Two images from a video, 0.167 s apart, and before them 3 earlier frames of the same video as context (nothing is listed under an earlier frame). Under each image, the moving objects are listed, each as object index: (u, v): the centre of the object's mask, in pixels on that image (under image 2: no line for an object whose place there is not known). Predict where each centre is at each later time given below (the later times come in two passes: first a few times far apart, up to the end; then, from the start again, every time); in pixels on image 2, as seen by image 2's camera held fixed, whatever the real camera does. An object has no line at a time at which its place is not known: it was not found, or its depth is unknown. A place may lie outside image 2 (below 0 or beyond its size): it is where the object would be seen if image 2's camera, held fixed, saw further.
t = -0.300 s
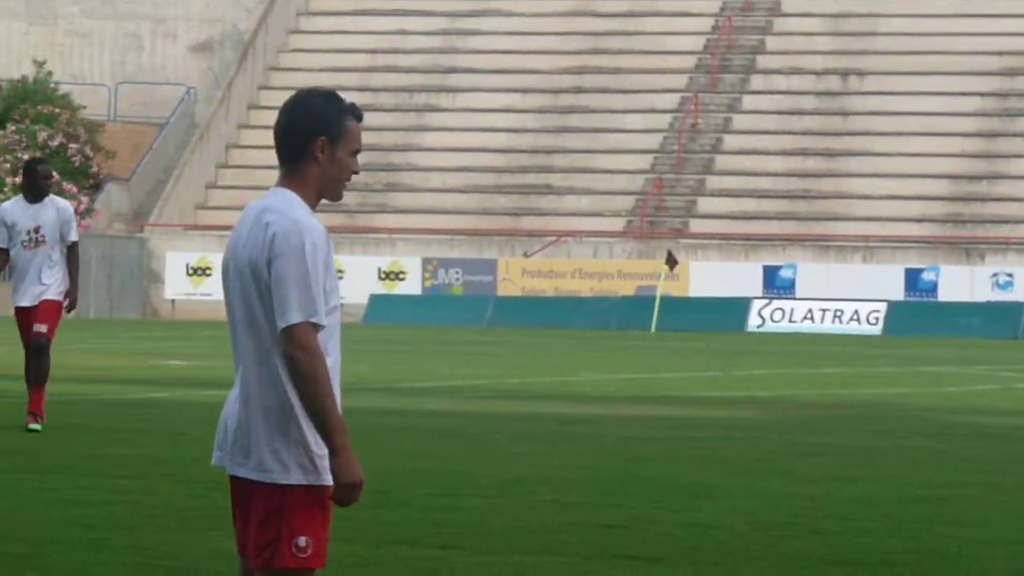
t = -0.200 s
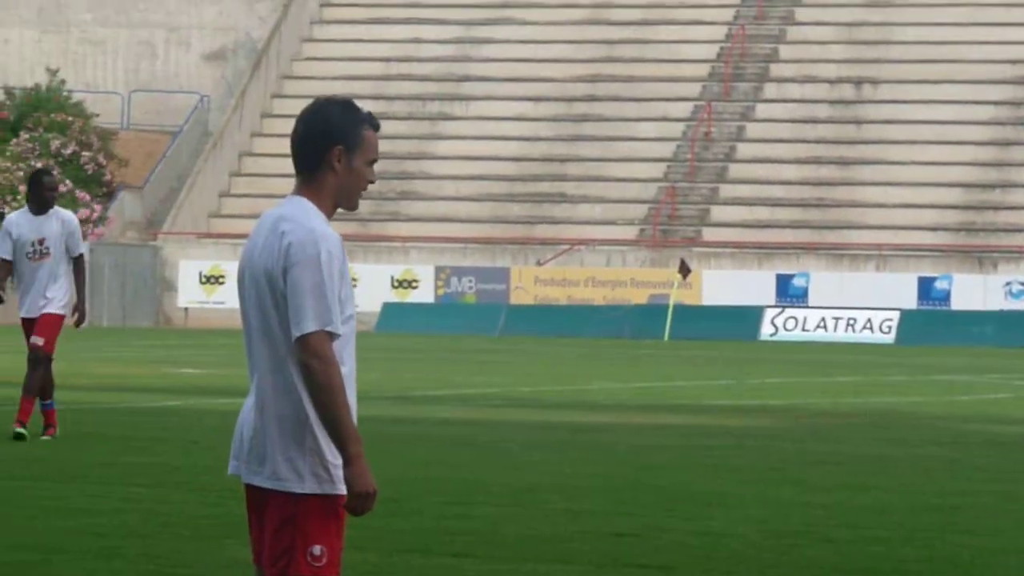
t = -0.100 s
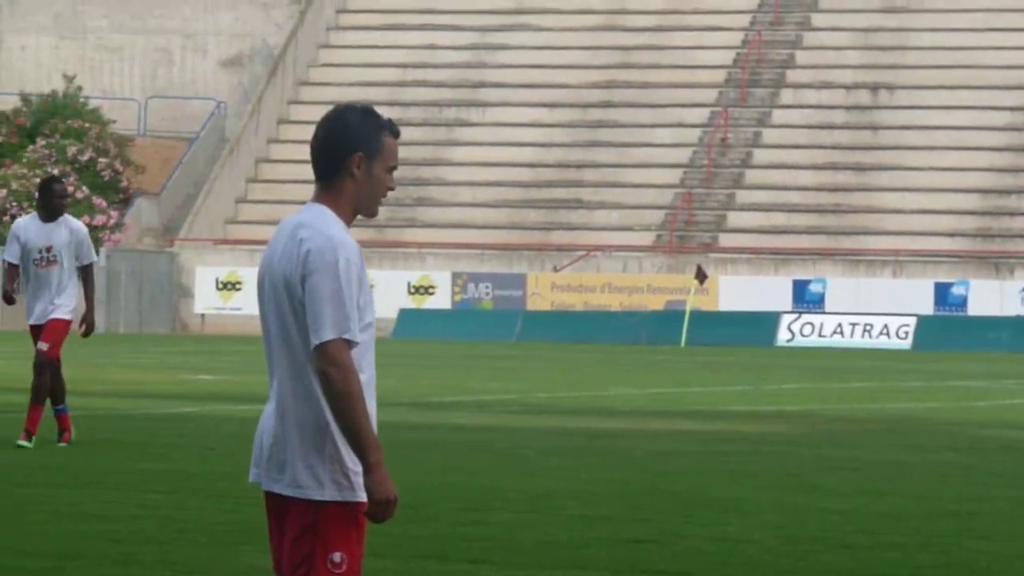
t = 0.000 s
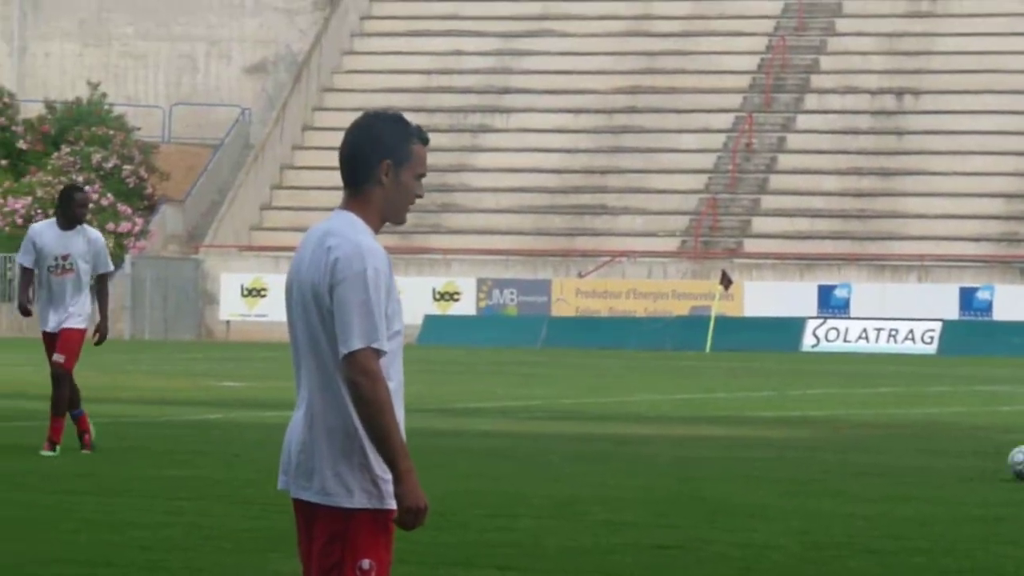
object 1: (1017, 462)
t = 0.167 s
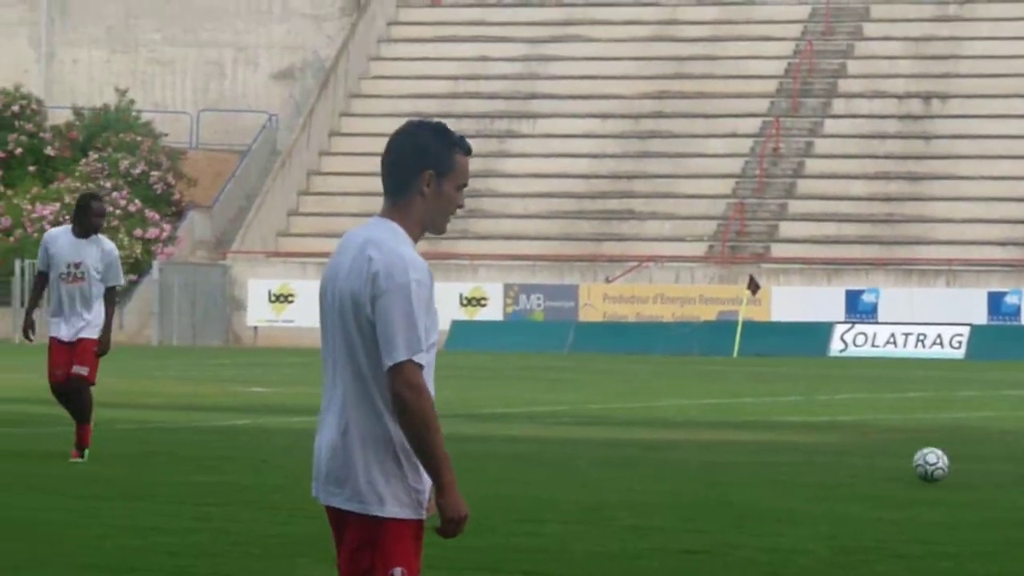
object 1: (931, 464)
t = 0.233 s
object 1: (881, 469)
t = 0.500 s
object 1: (693, 466)
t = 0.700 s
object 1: (561, 466)
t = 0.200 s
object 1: (906, 466)
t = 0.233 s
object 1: (881, 469)
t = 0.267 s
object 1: (858, 468)
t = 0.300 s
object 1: (834, 467)
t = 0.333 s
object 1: (809, 466)
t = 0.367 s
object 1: (786, 466)
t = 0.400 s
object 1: (762, 467)
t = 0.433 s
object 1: (739, 467)
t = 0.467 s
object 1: (716, 466)
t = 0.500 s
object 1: (693, 466)
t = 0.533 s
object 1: (670, 466)
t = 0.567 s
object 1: (649, 467)
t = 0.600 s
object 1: (627, 467)
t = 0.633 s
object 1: (605, 466)
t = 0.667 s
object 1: (583, 466)
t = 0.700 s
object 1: (561, 466)
